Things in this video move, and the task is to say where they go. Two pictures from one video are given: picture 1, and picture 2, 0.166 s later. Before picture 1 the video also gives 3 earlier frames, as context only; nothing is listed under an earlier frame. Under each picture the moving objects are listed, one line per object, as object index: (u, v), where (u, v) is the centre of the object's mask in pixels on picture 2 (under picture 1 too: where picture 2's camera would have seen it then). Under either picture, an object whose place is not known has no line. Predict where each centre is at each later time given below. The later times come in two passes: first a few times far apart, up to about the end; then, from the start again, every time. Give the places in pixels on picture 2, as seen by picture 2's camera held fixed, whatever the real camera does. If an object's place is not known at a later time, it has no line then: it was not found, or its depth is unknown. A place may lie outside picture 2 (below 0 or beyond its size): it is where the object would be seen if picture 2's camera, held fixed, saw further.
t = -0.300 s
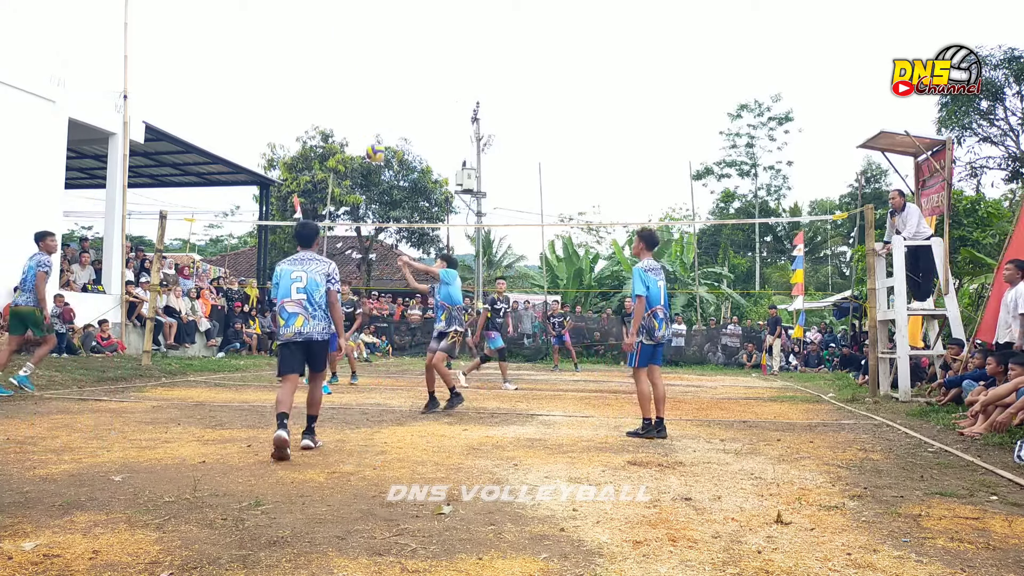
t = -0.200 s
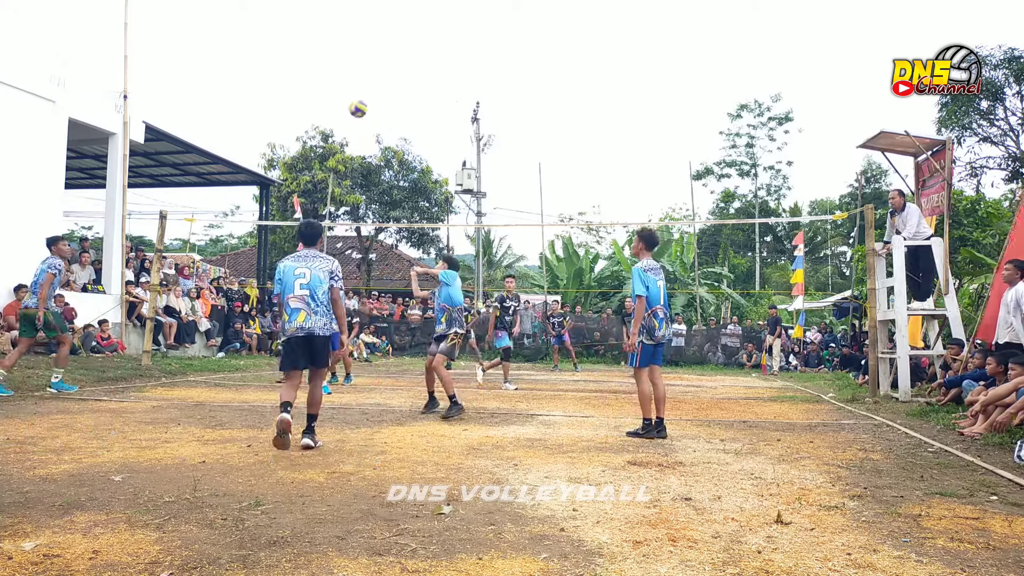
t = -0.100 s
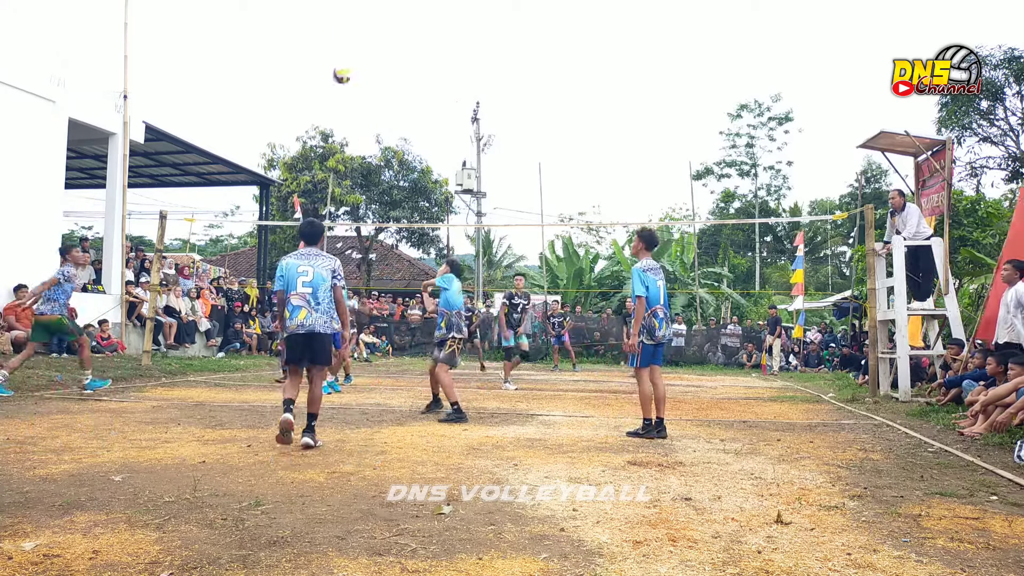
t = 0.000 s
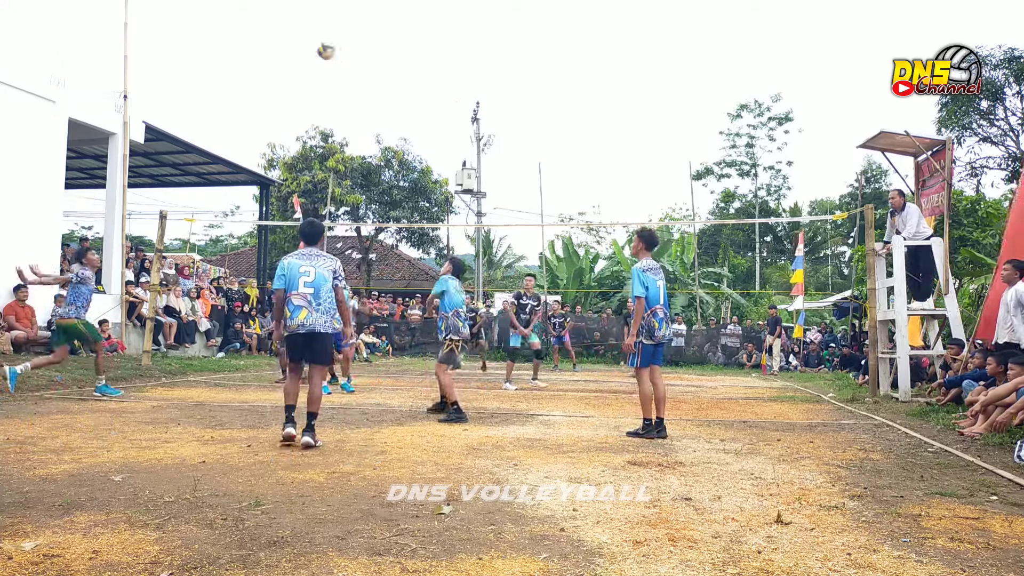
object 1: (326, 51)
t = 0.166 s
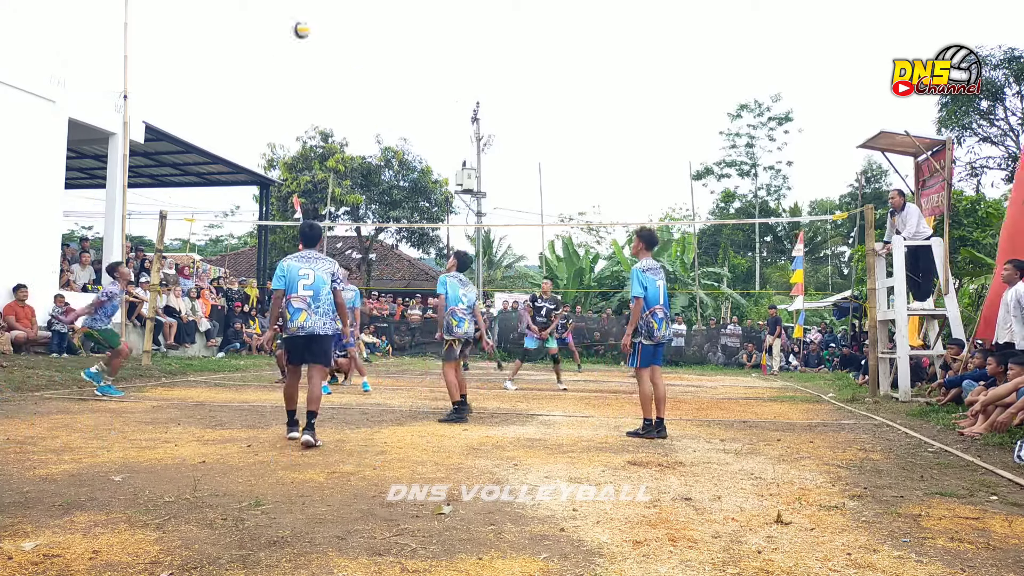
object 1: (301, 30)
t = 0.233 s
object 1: (291, 30)
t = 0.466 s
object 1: (258, 52)
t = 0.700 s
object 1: (226, 115)
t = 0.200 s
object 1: (296, 30)
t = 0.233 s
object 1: (291, 30)
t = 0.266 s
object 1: (287, 30)
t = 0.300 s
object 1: (282, 32)
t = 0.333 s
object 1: (277, 34)
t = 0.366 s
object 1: (273, 37)
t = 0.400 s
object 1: (267, 41)
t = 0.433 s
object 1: (263, 46)
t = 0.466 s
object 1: (258, 52)
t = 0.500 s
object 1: (254, 58)
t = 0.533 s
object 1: (249, 66)
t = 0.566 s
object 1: (245, 74)
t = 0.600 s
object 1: (240, 84)
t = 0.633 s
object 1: (236, 93)
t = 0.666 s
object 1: (231, 104)
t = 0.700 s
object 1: (226, 115)
